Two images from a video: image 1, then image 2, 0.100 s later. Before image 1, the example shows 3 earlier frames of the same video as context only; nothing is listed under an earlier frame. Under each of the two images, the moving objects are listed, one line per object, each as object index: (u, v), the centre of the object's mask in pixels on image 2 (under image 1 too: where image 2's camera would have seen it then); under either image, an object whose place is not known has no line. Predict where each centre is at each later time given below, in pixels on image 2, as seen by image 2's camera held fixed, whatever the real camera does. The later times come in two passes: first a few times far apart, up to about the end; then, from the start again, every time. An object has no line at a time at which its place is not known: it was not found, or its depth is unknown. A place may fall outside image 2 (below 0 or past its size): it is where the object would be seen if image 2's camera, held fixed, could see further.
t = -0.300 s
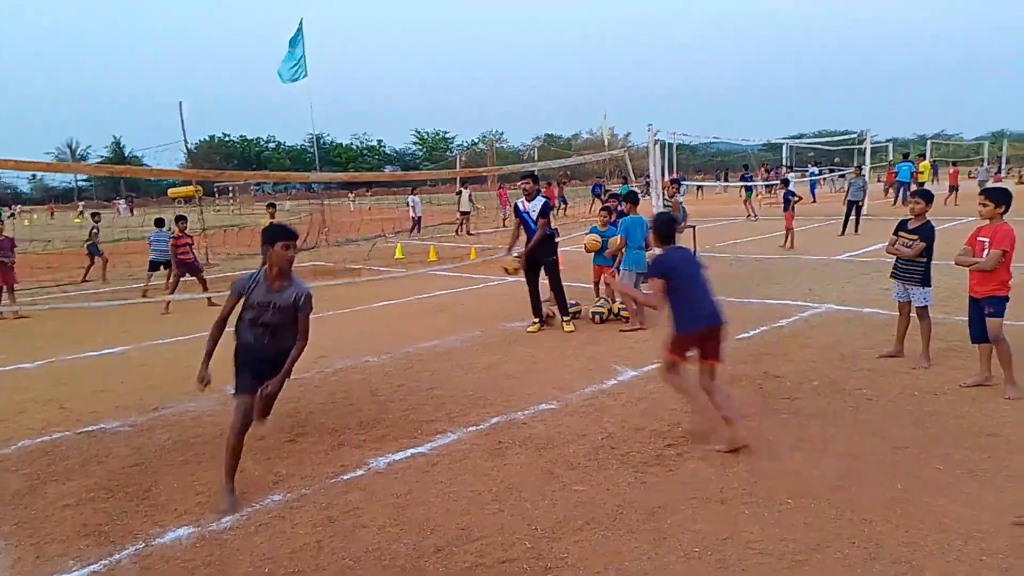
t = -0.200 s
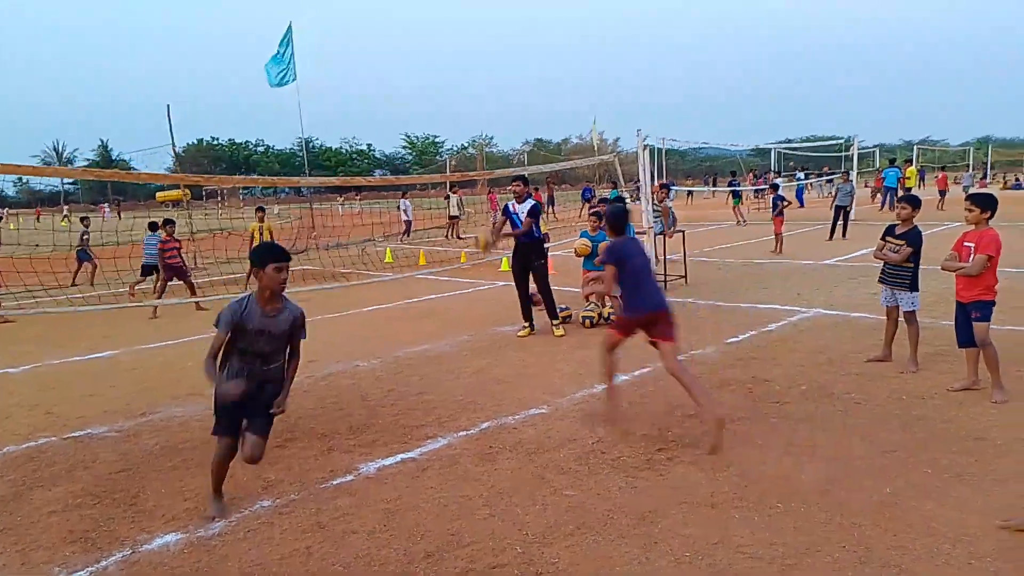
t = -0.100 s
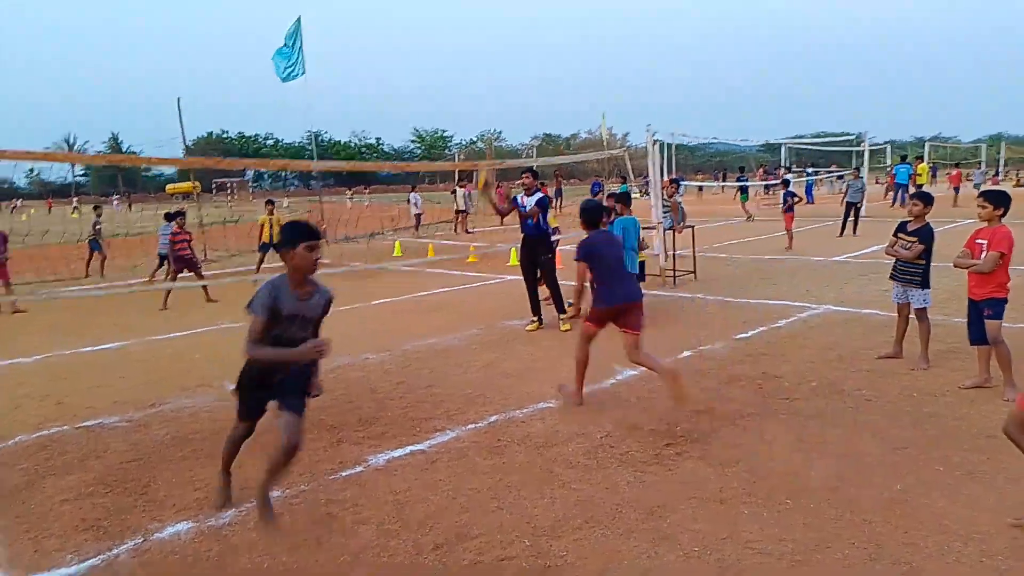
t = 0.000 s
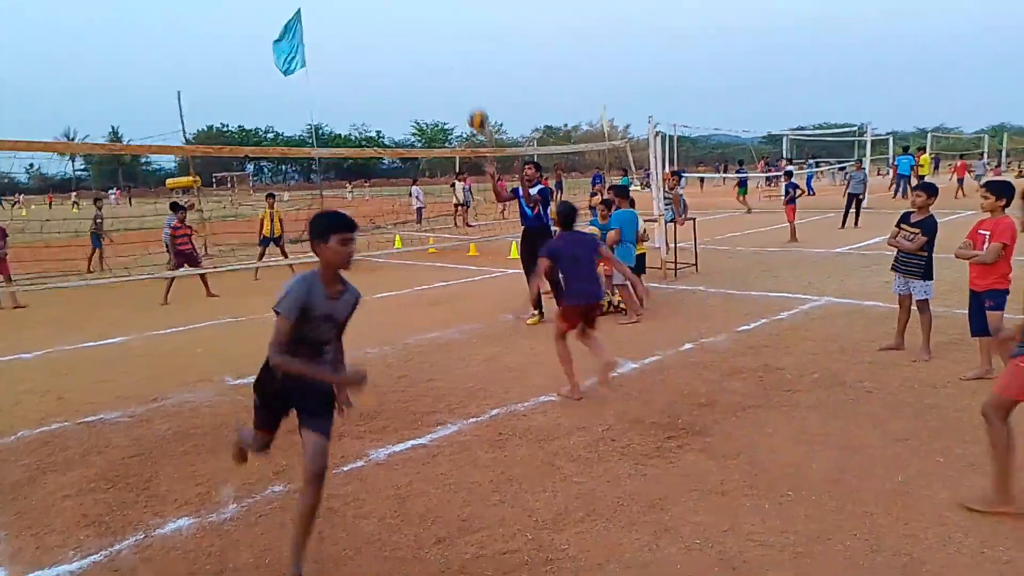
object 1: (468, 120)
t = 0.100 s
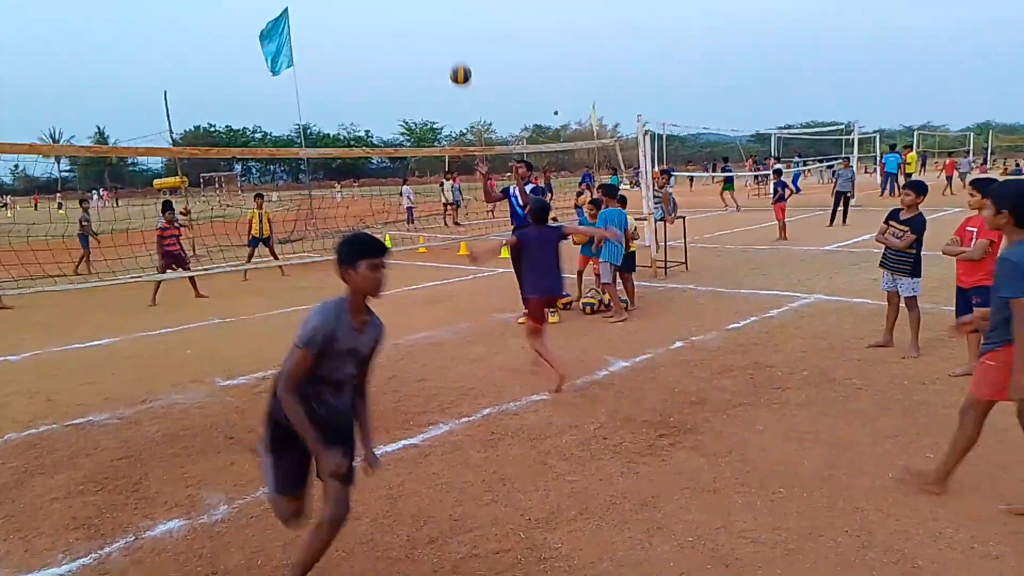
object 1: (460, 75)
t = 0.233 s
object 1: (452, 31)
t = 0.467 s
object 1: (442, 4)
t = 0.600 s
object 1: (437, 15)
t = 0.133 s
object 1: (458, 62)
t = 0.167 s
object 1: (456, 50)
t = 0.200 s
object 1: (454, 40)
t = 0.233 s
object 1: (452, 31)
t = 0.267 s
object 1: (451, 24)
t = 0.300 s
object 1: (449, 17)
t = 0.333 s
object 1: (448, 12)
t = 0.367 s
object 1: (446, 8)
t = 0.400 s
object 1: (444, 5)
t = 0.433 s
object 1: (443, 4)
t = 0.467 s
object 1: (442, 4)
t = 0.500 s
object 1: (441, 4)
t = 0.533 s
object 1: (439, 6)
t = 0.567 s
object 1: (438, 10)
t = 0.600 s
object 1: (437, 15)
